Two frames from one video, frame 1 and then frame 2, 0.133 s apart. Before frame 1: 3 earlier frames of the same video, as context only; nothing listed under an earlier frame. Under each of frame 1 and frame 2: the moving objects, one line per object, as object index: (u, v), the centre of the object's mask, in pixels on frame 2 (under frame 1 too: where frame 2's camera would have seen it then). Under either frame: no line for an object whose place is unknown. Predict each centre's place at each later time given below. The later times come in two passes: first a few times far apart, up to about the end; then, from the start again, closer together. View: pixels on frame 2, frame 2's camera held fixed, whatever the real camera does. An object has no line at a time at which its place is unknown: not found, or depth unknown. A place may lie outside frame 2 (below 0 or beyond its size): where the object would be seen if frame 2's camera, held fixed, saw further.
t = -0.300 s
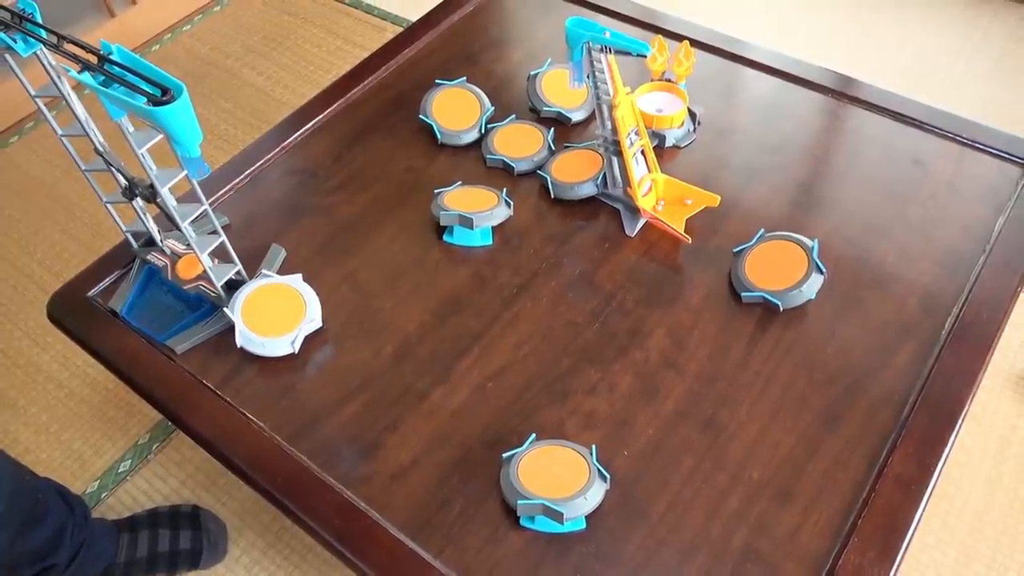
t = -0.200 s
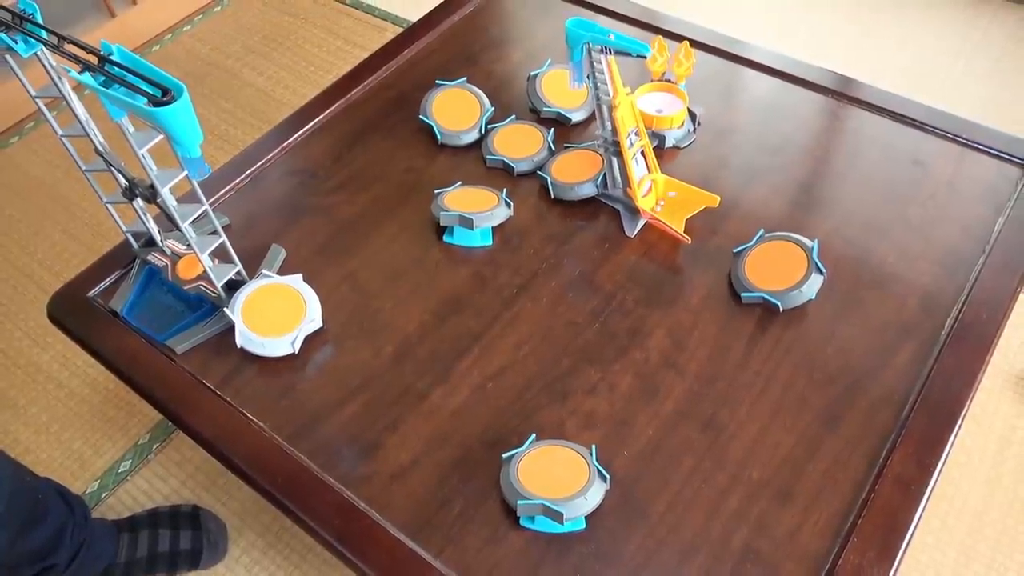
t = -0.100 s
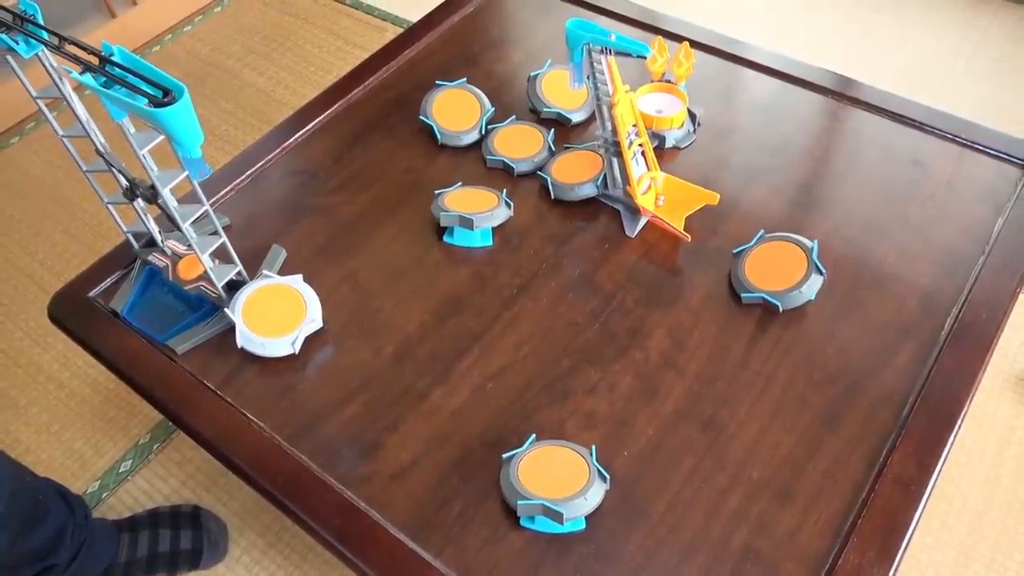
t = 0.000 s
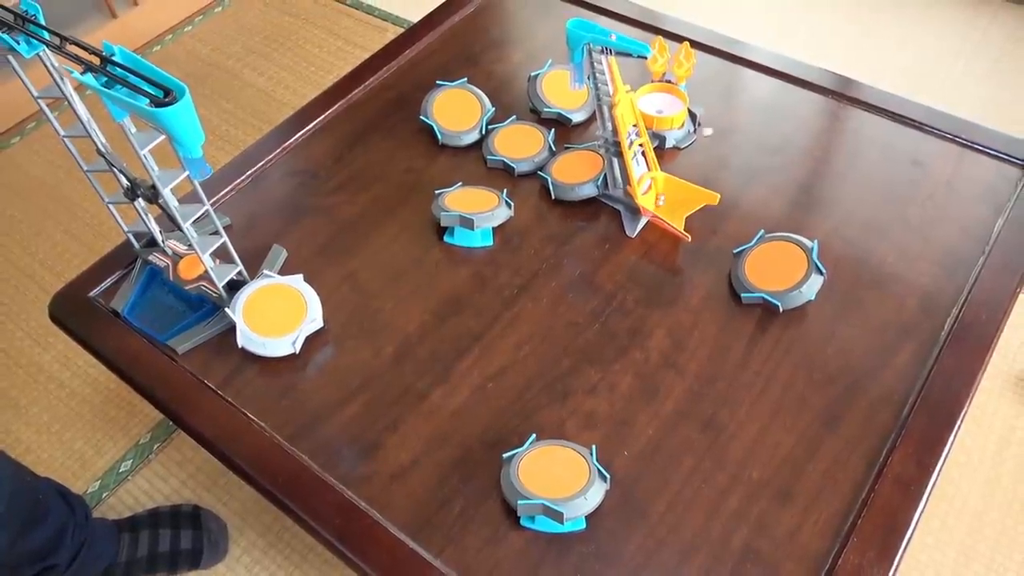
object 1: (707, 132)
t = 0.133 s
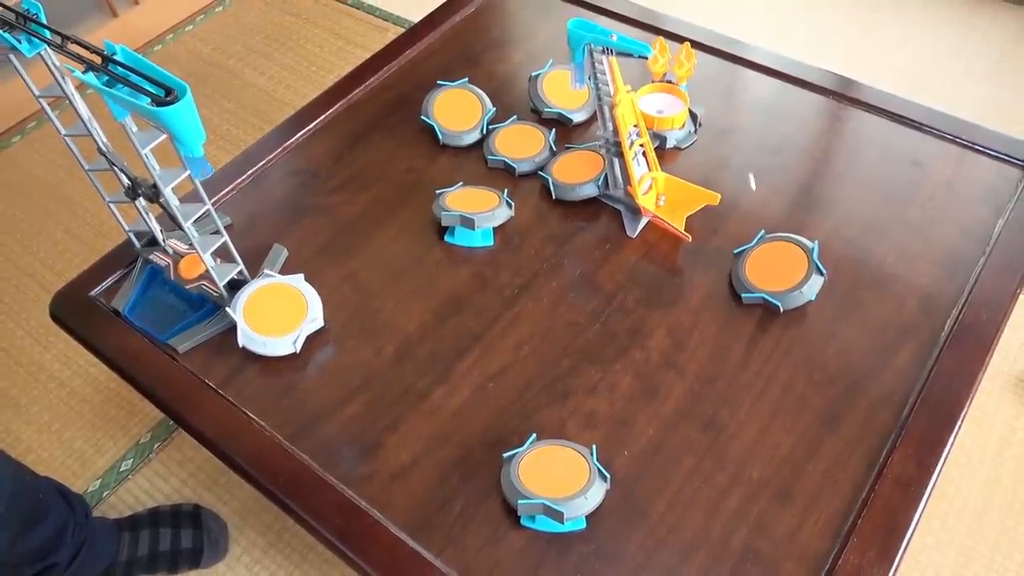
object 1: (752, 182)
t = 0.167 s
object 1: (757, 212)
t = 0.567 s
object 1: (561, 453)
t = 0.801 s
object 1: (336, 254)
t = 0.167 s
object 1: (757, 212)
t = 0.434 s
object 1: (658, 293)
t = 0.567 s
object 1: (561, 453)
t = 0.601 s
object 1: (531, 418)
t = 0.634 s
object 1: (497, 374)
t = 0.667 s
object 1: (463, 335)
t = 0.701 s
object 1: (428, 302)
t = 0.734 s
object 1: (394, 277)
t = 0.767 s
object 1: (363, 261)
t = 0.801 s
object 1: (336, 254)
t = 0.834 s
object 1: (314, 256)
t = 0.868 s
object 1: (297, 266)
